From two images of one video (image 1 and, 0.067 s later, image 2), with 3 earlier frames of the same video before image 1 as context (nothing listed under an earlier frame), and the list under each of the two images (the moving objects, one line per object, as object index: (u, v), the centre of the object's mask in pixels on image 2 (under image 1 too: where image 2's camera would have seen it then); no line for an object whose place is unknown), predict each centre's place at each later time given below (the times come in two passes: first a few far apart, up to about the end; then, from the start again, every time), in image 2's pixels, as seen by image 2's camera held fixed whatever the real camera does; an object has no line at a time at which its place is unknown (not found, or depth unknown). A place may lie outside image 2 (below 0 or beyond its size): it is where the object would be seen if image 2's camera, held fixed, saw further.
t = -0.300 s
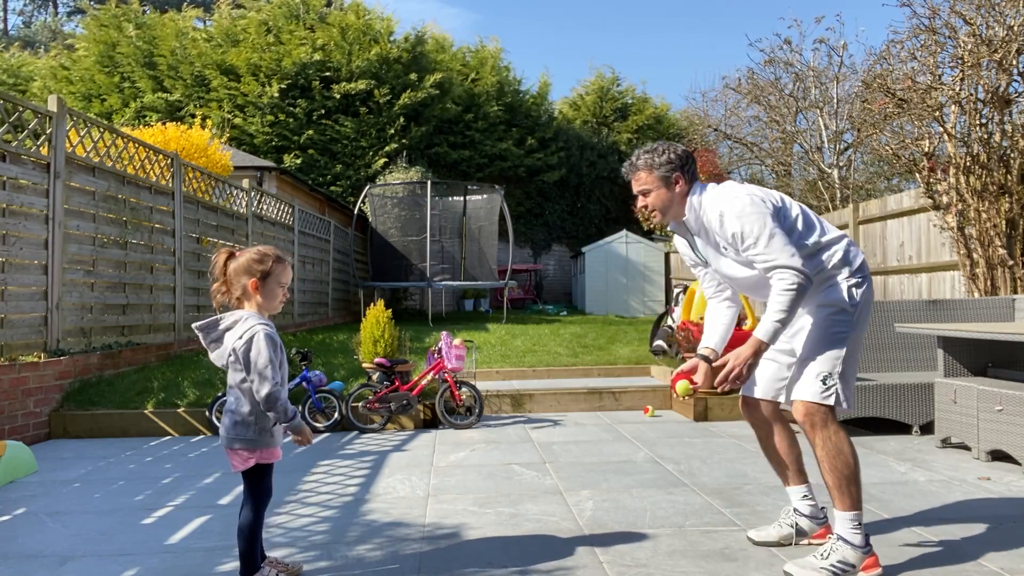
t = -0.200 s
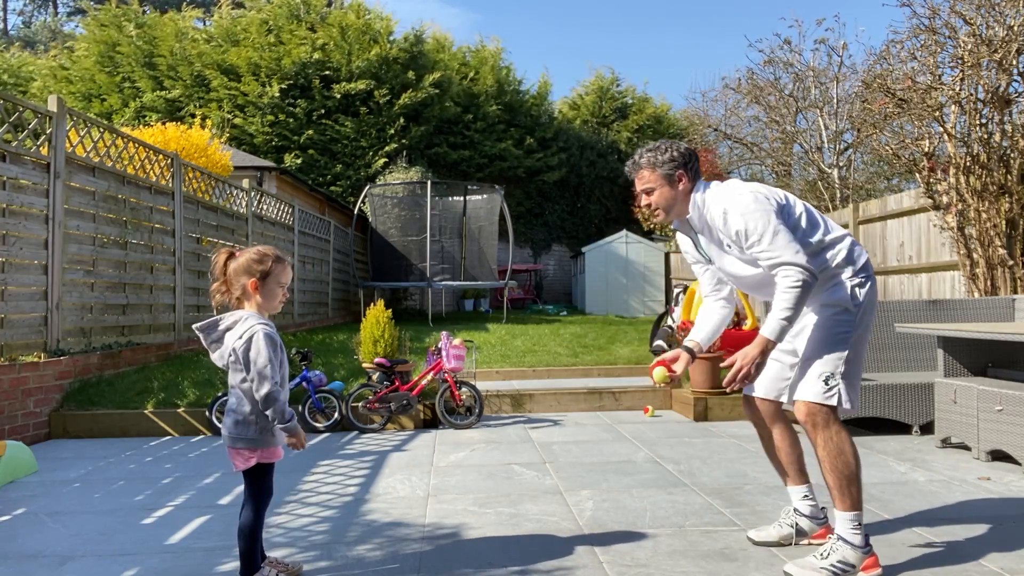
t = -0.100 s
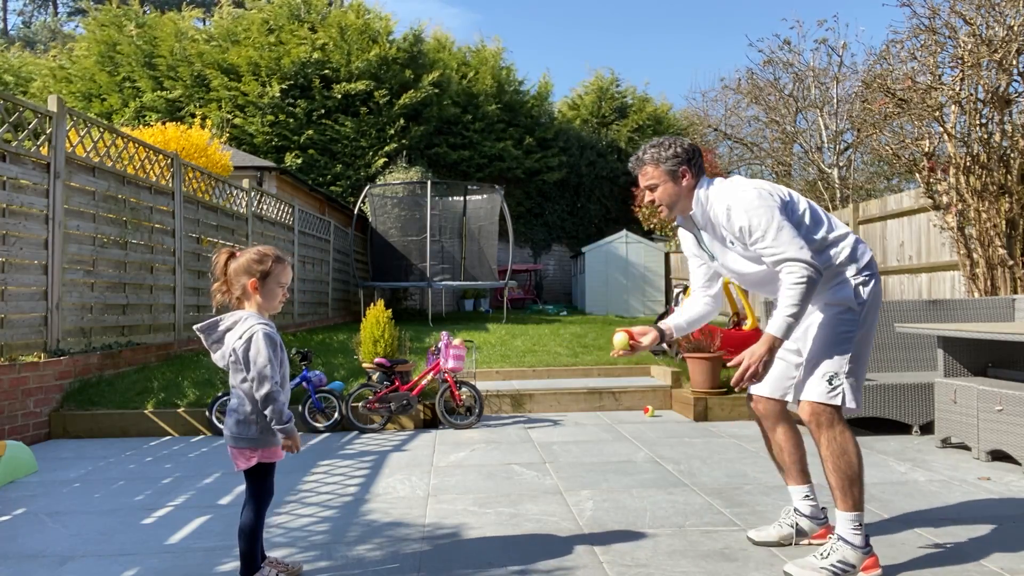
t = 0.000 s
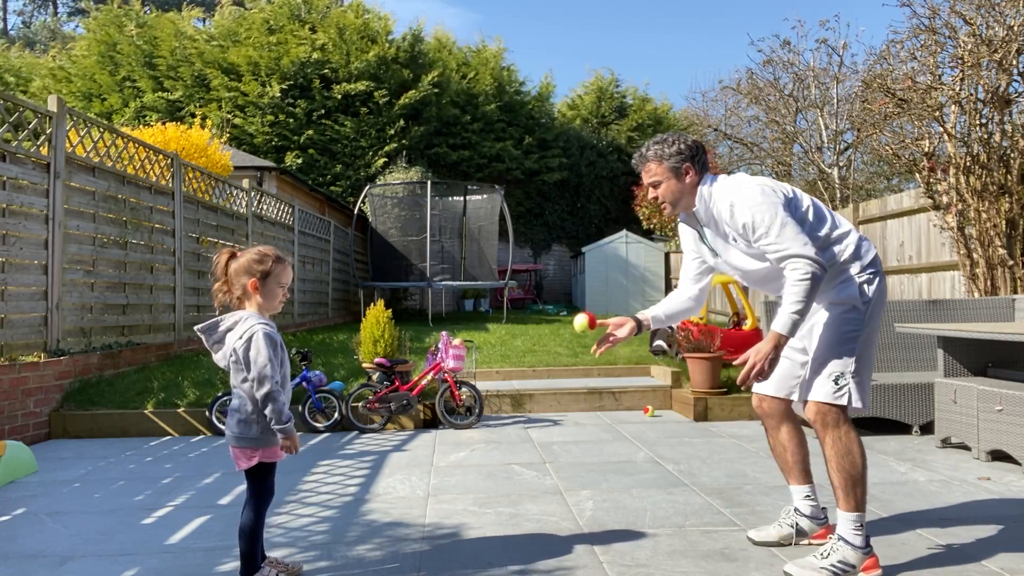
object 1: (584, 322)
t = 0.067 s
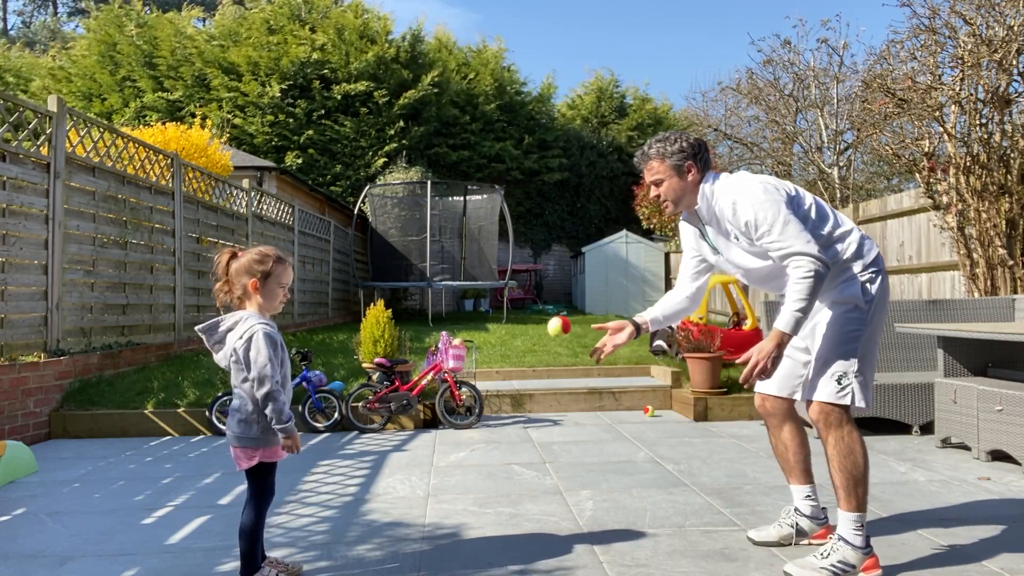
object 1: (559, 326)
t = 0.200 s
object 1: (507, 375)
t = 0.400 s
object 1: (429, 556)
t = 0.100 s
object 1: (546, 333)
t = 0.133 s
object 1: (533, 344)
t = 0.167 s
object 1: (520, 358)
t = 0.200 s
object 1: (507, 375)
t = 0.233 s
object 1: (494, 396)
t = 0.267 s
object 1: (481, 420)
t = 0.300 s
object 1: (468, 448)
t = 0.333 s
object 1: (455, 480)
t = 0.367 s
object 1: (443, 516)
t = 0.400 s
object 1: (429, 556)
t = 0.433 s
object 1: (421, 549)
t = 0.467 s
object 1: (413, 524)
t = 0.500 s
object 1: (406, 501)
